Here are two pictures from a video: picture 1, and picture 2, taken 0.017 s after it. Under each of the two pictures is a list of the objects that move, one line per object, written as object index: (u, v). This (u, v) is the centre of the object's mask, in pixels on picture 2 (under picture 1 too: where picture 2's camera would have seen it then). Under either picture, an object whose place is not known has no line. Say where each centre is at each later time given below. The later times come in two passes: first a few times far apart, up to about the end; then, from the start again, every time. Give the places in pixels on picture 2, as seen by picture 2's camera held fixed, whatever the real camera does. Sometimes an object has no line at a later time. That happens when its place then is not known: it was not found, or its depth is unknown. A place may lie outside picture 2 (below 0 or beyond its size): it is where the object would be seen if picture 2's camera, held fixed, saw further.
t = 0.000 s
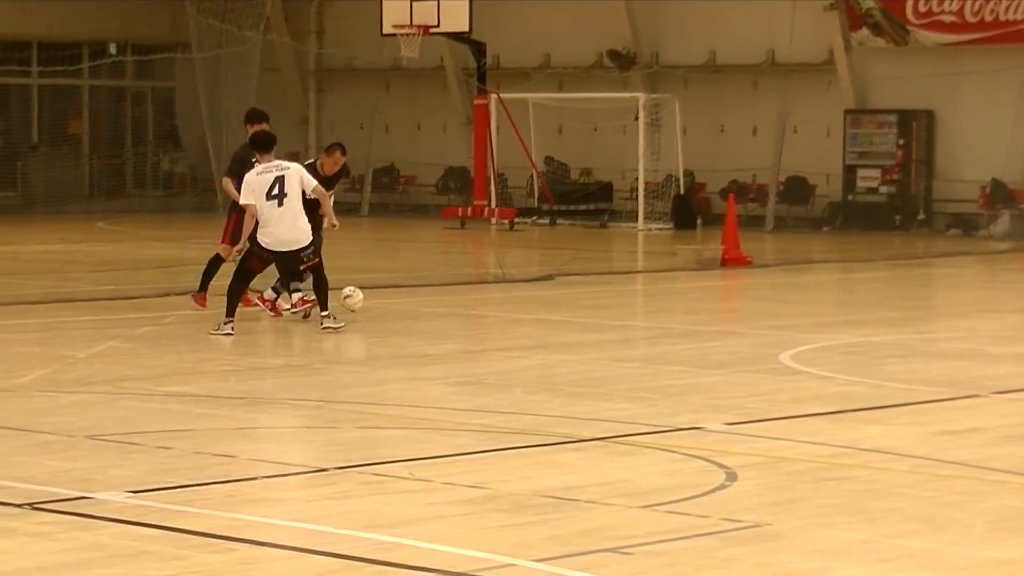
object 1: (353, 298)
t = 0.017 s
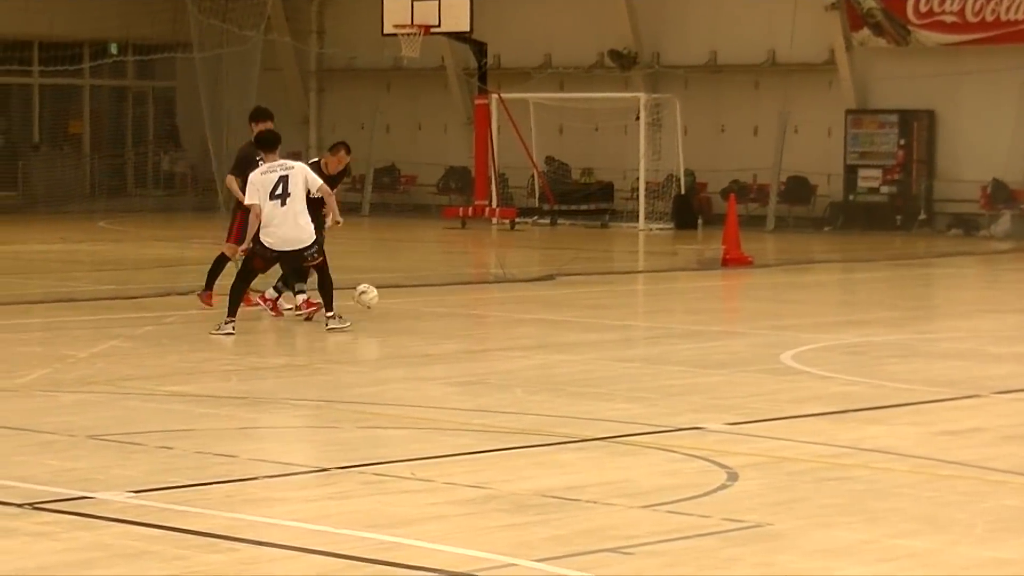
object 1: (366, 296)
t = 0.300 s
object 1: (606, 306)
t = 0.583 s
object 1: (809, 325)
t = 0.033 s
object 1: (379, 293)
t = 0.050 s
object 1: (393, 292)
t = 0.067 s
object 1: (407, 291)
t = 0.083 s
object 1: (421, 290)
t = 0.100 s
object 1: (435, 289)
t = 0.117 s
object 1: (449, 288)
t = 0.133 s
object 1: (463, 287)
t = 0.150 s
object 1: (477, 287)
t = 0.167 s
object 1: (491, 288)
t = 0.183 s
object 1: (505, 290)
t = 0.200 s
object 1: (520, 291)
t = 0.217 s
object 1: (534, 293)
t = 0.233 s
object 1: (549, 295)
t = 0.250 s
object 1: (562, 298)
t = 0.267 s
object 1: (576, 300)
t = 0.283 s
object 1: (591, 303)
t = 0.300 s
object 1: (606, 306)
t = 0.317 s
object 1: (620, 310)
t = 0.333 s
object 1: (634, 315)
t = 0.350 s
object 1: (649, 319)
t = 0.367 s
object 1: (661, 319)
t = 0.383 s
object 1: (673, 317)
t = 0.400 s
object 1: (685, 316)
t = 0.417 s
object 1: (695, 314)
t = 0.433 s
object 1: (706, 313)
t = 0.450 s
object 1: (718, 313)
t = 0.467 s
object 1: (729, 312)
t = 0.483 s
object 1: (740, 313)
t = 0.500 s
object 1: (752, 314)
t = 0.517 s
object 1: (764, 315)
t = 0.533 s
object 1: (775, 317)
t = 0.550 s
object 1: (787, 319)
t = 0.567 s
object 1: (798, 322)
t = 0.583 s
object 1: (809, 325)
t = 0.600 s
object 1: (818, 326)
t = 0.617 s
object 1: (829, 326)
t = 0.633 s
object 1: (839, 324)
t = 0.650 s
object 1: (849, 323)
